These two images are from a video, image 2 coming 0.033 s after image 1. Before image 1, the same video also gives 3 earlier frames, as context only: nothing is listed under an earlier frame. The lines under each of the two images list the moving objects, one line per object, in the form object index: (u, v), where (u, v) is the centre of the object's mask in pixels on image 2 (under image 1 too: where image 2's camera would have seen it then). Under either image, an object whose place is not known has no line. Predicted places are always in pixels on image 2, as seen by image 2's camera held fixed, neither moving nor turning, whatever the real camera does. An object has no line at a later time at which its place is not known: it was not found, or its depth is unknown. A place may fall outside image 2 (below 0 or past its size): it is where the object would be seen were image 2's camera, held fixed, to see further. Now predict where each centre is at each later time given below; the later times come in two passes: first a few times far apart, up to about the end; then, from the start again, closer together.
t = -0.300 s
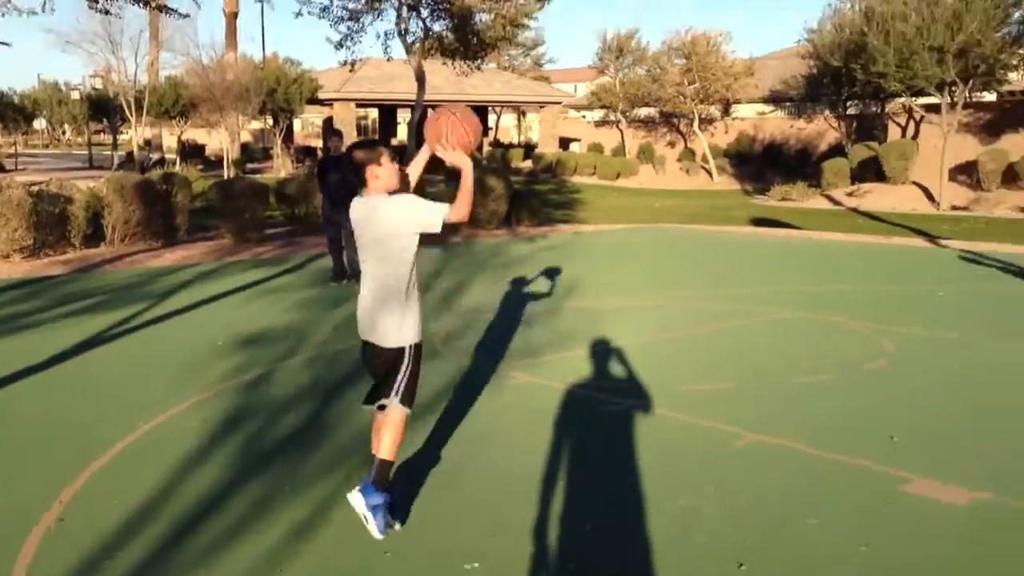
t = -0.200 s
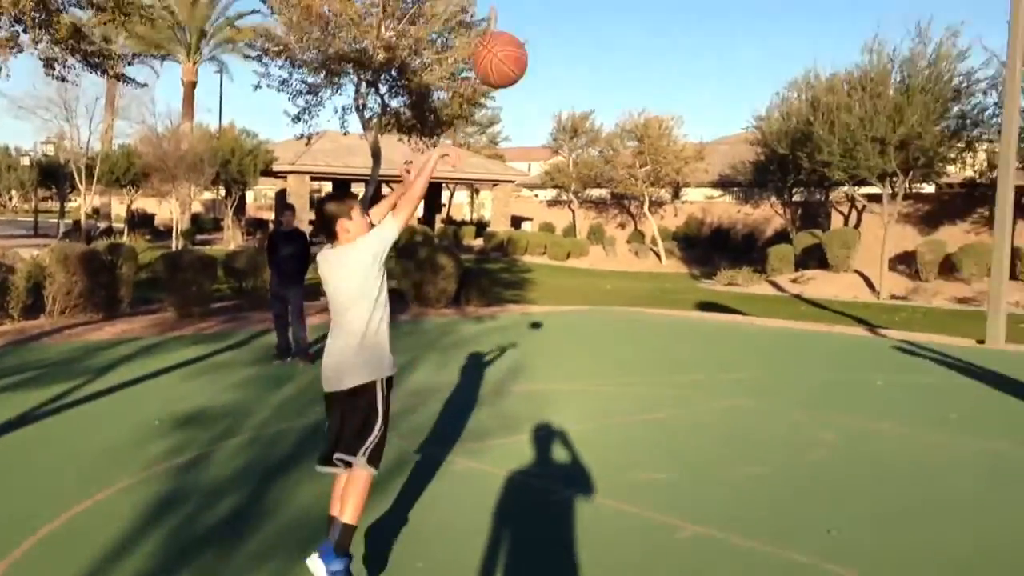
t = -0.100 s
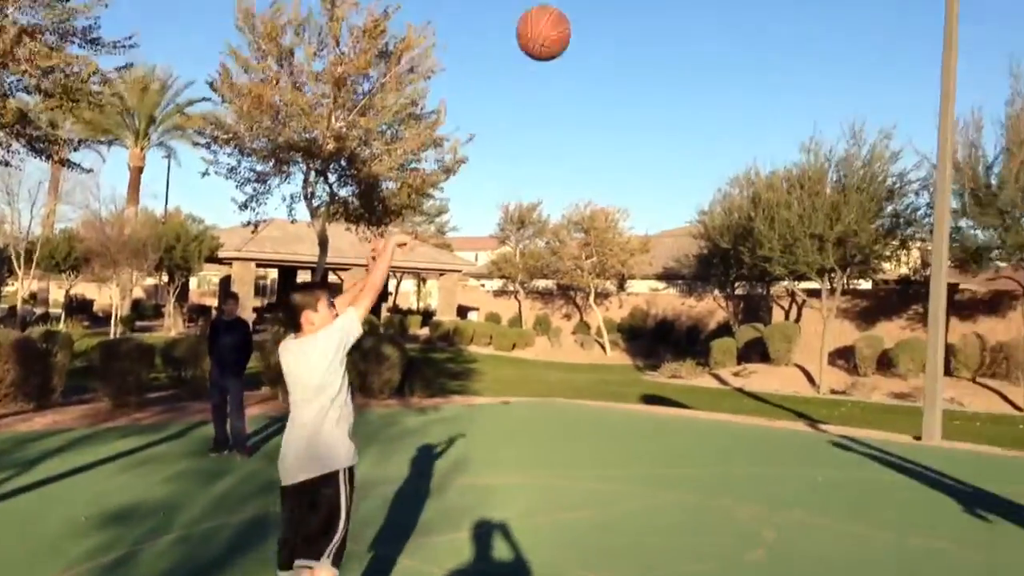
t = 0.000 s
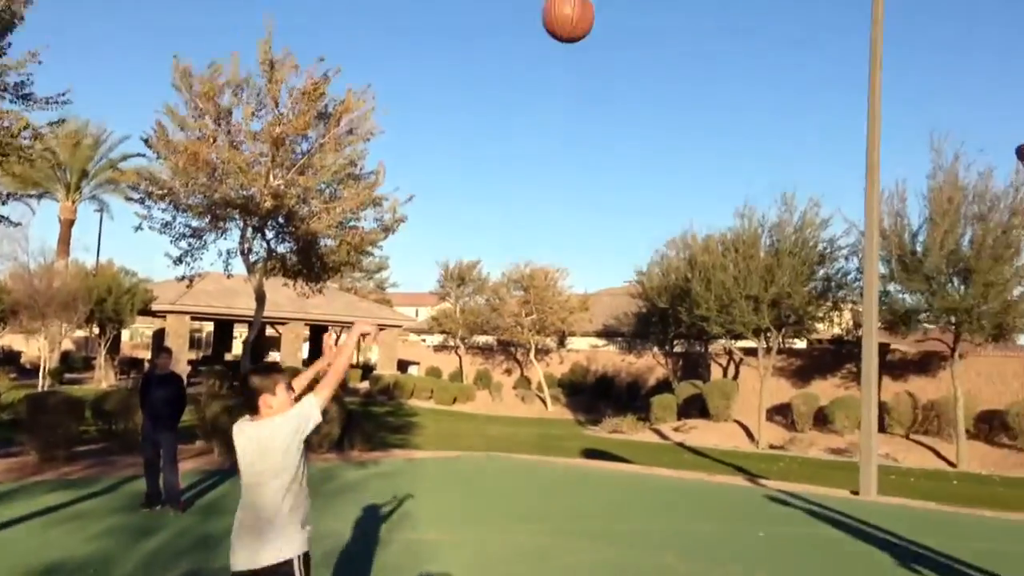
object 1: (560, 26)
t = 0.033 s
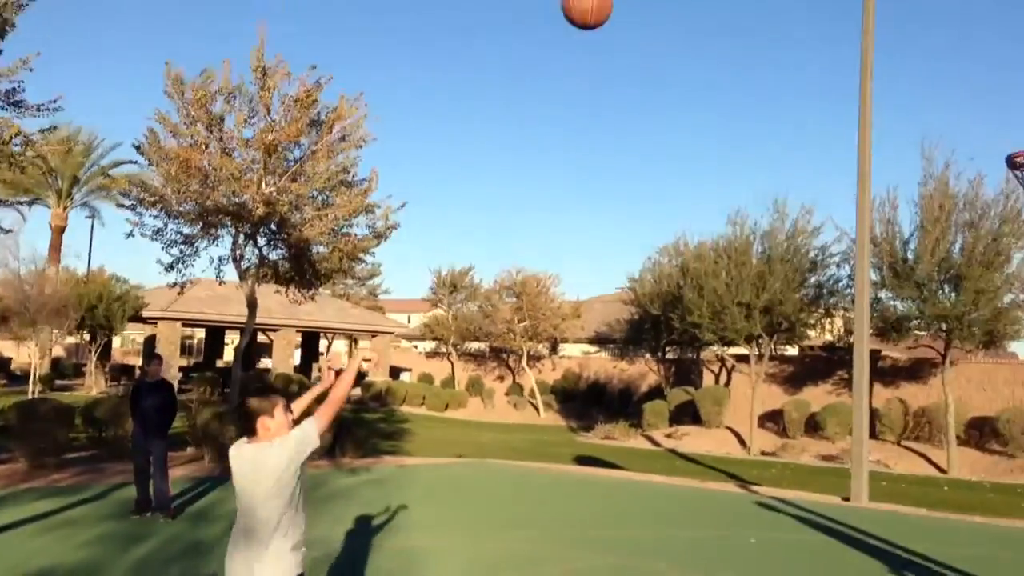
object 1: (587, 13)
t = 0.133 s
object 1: (661, -27)
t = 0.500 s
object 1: (888, -40)
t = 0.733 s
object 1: (1007, 74)
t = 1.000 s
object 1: (1022, 108)
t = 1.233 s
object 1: (1004, 54)
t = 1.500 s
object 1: (981, 105)
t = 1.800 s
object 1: (968, 304)
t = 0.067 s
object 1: (616, -1)
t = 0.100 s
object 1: (641, -17)
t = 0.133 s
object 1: (661, -27)
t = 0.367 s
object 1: (808, -47)
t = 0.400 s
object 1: (827, -47)
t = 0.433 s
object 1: (848, -45)
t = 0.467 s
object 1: (868, -42)
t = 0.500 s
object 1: (888, -40)
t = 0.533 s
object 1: (906, -32)
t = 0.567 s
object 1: (924, -19)
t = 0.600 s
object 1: (942, -5)
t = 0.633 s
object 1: (958, 13)
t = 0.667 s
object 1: (976, 31)
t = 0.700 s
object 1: (992, 51)
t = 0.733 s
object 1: (1007, 74)
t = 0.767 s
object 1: (1023, 97)
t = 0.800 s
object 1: (1040, 122)
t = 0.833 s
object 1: (1056, 150)
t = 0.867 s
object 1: (1053, 156)
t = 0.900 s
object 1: (1038, 150)
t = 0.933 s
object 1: (1029, 141)
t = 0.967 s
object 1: (1025, 123)
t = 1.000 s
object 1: (1022, 108)
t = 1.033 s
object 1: (1019, 95)
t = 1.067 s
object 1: (1017, 83)
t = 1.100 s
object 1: (1015, 73)
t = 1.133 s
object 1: (1012, 66)
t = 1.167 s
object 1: (1009, 61)
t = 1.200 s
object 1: (1007, 57)
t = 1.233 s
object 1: (1004, 54)
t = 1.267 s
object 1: (1001, 54)
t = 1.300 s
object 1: (1000, 56)
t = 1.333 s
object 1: (997, 59)
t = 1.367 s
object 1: (994, 64)
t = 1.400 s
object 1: (991, 71)
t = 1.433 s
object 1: (988, 80)
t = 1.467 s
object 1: (985, 91)
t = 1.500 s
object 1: (981, 105)
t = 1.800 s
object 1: (968, 304)
